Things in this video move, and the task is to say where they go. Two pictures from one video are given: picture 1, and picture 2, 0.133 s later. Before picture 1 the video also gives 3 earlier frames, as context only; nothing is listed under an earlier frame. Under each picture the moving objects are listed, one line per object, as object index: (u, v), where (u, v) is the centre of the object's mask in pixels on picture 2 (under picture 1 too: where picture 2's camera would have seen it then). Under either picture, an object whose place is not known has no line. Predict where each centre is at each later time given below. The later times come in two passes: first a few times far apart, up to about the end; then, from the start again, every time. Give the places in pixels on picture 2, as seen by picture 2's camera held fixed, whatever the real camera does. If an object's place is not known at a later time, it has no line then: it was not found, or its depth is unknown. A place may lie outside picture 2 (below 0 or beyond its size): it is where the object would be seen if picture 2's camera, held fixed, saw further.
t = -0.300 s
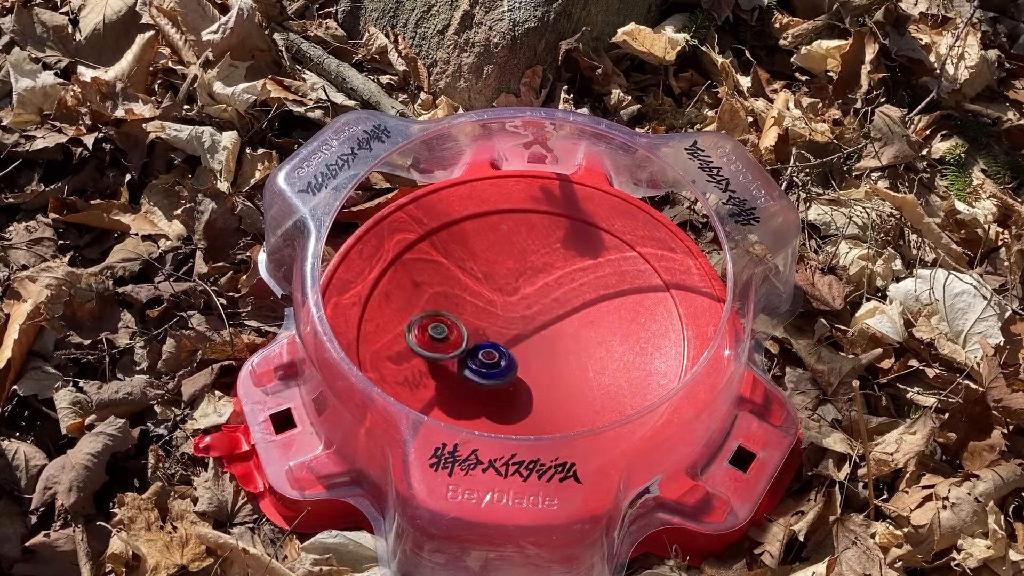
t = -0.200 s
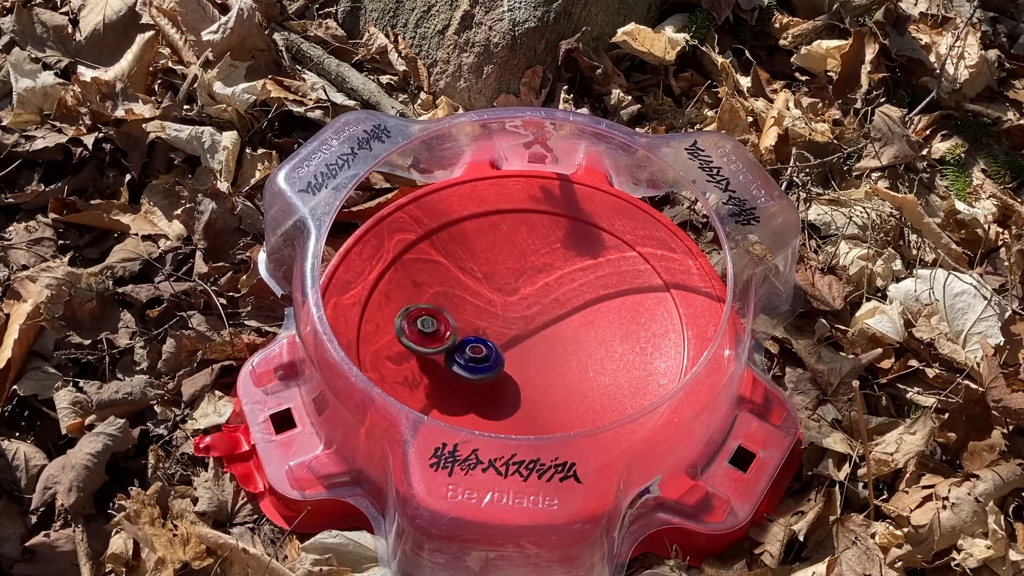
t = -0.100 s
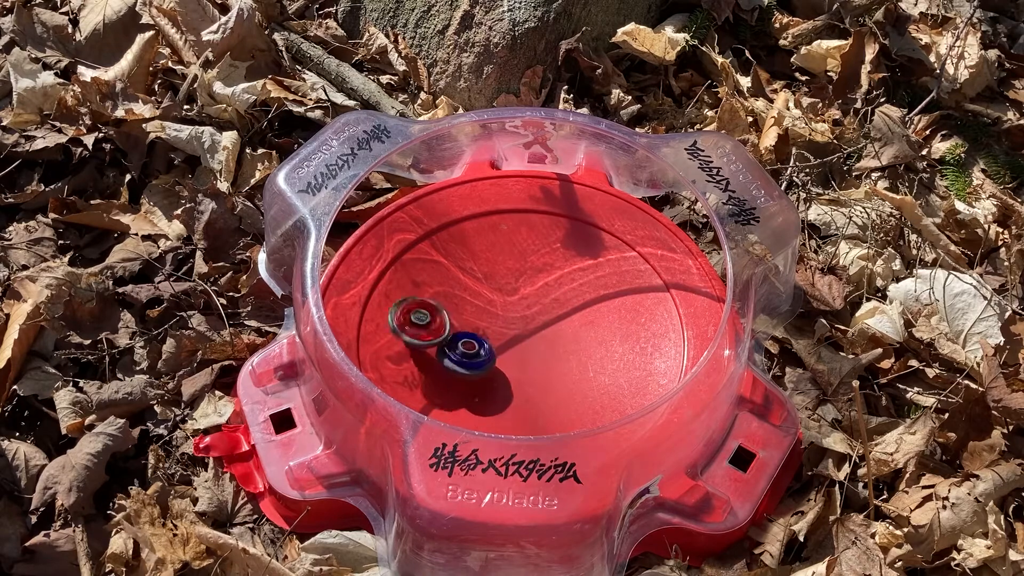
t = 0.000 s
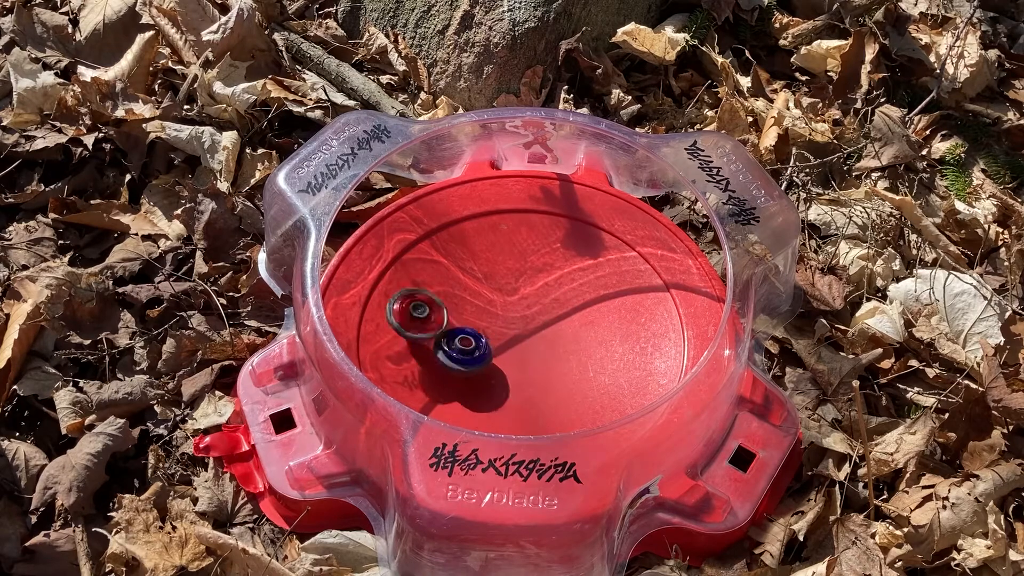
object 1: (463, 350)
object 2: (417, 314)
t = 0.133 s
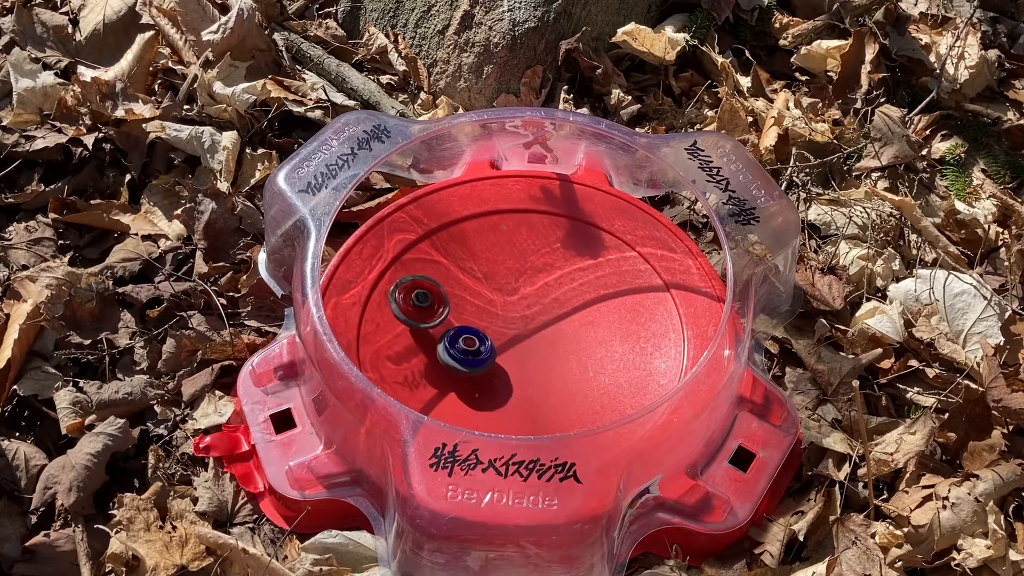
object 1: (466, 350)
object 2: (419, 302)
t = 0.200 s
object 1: (466, 346)
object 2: (424, 297)
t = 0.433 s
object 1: (478, 335)
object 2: (455, 276)
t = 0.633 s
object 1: (487, 344)
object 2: (500, 253)
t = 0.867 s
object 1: (513, 344)
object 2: (547, 233)
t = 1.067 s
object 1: (533, 340)
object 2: (582, 242)
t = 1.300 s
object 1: (553, 337)
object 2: (619, 279)
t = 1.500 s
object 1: (566, 334)
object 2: (626, 329)
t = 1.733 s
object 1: (574, 335)
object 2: (611, 383)
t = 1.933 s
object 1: (574, 338)
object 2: (577, 411)
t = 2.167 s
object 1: (568, 344)
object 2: (520, 419)
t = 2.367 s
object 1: (559, 350)
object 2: (471, 402)
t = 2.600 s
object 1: (543, 355)
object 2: (435, 358)
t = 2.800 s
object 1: (528, 357)
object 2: (432, 317)
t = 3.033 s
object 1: (510, 355)
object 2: (450, 271)
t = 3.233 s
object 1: (496, 350)
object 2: (486, 251)
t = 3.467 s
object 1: (485, 344)
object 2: (542, 248)
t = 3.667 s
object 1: (480, 339)
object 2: (593, 256)
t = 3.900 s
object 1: (482, 330)
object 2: (631, 291)
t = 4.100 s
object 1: (488, 326)
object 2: (632, 337)
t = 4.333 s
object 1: (499, 322)
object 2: (602, 386)
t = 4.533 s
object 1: (513, 323)
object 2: (555, 411)
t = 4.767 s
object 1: (530, 325)
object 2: (490, 409)
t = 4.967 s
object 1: (543, 330)
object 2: (447, 385)
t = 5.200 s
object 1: (552, 337)
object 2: (427, 336)
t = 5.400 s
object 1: (556, 345)
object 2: (434, 294)
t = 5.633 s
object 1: (557, 354)
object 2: (470, 263)
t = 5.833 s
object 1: (552, 359)
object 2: (520, 252)
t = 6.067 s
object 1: (537, 366)
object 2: (578, 255)
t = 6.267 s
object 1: (524, 367)
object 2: (615, 280)
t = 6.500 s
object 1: (508, 364)
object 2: (623, 332)
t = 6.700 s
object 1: (497, 357)
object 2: (604, 378)
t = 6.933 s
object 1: (488, 347)
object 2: (556, 410)
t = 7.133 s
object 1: (486, 338)
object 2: (505, 411)
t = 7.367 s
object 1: (490, 328)
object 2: (454, 379)
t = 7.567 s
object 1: (498, 320)
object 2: (432, 337)
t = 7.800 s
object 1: (511, 316)
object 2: (439, 290)
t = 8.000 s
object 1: (524, 315)
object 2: (472, 264)
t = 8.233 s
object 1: (537, 319)
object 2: (530, 255)
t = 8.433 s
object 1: (544, 327)
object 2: (579, 263)
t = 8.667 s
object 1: (550, 337)
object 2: (615, 297)
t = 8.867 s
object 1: (552, 347)
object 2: (614, 343)
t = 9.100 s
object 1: (548, 354)
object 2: (581, 390)
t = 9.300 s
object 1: (540, 358)
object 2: (533, 409)
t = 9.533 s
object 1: (531, 360)
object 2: (478, 398)
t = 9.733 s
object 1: (522, 358)
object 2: (446, 363)
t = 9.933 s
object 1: (514, 353)
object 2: (439, 317)
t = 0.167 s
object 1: (466, 348)
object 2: (421, 299)
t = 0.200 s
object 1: (466, 346)
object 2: (424, 297)
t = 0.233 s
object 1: (466, 343)
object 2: (428, 295)
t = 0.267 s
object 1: (466, 342)
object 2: (433, 293)
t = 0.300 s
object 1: (469, 342)
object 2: (436, 288)
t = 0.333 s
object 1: (473, 342)
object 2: (440, 284)
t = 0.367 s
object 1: (475, 341)
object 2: (445, 281)
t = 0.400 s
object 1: (477, 338)
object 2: (450, 278)
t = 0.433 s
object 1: (478, 335)
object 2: (455, 276)
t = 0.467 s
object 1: (479, 333)
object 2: (462, 275)
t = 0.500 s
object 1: (480, 331)
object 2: (468, 273)
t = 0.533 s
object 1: (482, 328)
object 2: (475, 272)
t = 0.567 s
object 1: (483, 328)
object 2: (482, 269)
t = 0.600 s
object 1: (485, 338)
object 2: (491, 259)
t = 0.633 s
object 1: (487, 344)
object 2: (500, 253)
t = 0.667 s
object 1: (491, 347)
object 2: (507, 248)
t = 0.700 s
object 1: (495, 348)
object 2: (513, 244)
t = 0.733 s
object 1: (499, 347)
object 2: (520, 241)
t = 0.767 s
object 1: (503, 346)
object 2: (527, 238)
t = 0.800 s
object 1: (506, 345)
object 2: (534, 236)
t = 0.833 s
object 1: (510, 345)
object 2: (540, 234)
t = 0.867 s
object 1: (513, 344)
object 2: (547, 233)
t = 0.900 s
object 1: (516, 343)
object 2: (553, 233)
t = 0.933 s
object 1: (520, 342)
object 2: (559, 234)
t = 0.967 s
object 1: (524, 342)
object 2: (564, 235)
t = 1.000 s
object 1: (527, 341)
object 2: (570, 236)
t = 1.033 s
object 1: (530, 340)
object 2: (576, 239)
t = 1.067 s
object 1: (533, 340)
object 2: (582, 242)
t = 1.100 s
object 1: (536, 339)
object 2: (588, 245)
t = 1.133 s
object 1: (539, 338)
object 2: (594, 249)
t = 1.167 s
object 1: (542, 338)
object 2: (600, 254)
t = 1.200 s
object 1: (544, 338)
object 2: (605, 259)
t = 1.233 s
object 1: (546, 338)
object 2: (610, 265)
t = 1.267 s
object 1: (550, 337)
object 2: (615, 272)
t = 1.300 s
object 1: (553, 337)
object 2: (619, 279)
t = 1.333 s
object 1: (555, 337)
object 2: (622, 287)
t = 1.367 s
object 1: (558, 336)
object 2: (624, 295)
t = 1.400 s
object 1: (561, 336)
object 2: (625, 303)
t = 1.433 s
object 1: (563, 335)
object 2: (626, 312)
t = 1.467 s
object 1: (565, 335)
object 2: (627, 320)
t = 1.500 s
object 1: (566, 334)
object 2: (626, 329)
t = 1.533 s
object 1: (567, 335)
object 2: (625, 337)
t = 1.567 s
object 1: (568, 334)
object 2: (624, 345)
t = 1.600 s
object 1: (570, 334)
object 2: (623, 354)
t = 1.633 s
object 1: (572, 334)
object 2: (620, 361)
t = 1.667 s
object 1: (573, 335)
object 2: (618, 369)
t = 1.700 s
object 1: (573, 335)
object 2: (615, 376)
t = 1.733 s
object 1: (574, 335)
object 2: (611, 383)
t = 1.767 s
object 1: (574, 335)
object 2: (607, 390)
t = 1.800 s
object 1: (574, 335)
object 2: (602, 395)
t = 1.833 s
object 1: (574, 336)
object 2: (596, 400)
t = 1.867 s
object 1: (575, 337)
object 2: (590, 405)
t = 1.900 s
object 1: (574, 337)
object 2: (584, 408)
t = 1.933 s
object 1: (574, 338)
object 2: (577, 411)
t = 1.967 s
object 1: (574, 339)
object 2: (570, 414)
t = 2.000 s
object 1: (573, 339)
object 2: (562, 416)
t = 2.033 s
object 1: (572, 340)
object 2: (554, 417)
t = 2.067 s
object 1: (572, 341)
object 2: (546, 419)
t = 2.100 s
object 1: (571, 342)
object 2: (537, 419)
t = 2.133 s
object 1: (570, 343)
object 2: (529, 419)
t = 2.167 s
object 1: (568, 344)
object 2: (520, 419)
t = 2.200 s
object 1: (567, 344)
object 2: (512, 417)
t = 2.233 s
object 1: (566, 346)
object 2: (504, 415)
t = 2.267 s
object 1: (564, 346)
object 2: (495, 413)
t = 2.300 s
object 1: (562, 347)
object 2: (487, 410)
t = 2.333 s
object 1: (561, 349)
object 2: (479, 406)
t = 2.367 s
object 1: (559, 350)
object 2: (471, 402)
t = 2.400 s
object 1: (557, 351)
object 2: (464, 396)
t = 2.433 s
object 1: (555, 351)
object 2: (457, 390)
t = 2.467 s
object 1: (553, 352)
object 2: (451, 384)
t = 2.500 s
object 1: (550, 353)
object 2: (446, 378)
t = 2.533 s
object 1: (548, 354)
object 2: (441, 371)
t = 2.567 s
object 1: (546, 354)
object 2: (437, 365)
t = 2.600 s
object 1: (543, 355)
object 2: (435, 358)
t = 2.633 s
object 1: (541, 355)
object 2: (433, 352)
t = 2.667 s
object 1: (539, 355)
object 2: (432, 345)
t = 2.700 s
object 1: (536, 356)
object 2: (431, 339)
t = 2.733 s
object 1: (534, 356)
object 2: (431, 332)
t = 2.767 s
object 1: (531, 357)
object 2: (431, 325)
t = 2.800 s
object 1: (528, 357)
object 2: (432, 317)
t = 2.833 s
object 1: (526, 357)
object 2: (433, 310)
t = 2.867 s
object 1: (523, 357)
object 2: (434, 303)
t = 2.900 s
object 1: (520, 356)
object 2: (436, 296)
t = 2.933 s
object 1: (518, 356)
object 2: (439, 289)
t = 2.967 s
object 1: (515, 356)
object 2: (442, 283)
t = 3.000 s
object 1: (513, 355)
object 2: (446, 277)
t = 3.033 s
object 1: (510, 355)
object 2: (450, 271)
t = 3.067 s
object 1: (508, 354)
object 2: (454, 266)
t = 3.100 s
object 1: (506, 354)
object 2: (460, 262)
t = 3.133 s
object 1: (504, 353)
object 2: (466, 258)
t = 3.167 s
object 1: (501, 353)
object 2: (472, 255)
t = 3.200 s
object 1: (499, 352)
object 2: (479, 253)
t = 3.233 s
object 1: (496, 350)
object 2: (486, 251)
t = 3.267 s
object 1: (494, 350)
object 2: (493, 249)
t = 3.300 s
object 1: (492, 349)
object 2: (501, 248)
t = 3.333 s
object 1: (491, 348)
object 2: (509, 247)
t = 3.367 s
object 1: (489, 347)
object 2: (517, 247)
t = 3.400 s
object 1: (488, 347)
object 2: (525, 247)
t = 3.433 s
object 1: (486, 346)
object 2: (534, 247)
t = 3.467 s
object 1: (485, 344)
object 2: (542, 248)
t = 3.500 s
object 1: (483, 343)
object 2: (551, 249)
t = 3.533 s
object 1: (483, 343)
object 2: (560, 250)
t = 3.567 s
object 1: (482, 342)
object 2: (568, 251)
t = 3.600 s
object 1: (481, 340)
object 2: (577, 252)
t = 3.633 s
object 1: (481, 339)
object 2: (585, 254)
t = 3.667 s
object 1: (480, 339)
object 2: (593, 256)
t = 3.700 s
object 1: (480, 336)
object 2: (601, 259)
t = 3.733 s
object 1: (480, 336)
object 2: (608, 263)
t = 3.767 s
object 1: (480, 335)
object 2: (614, 267)
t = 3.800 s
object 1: (480, 333)
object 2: (619, 272)
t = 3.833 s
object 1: (481, 333)
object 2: (624, 278)
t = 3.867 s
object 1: (481, 332)
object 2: (628, 284)
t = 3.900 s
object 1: (482, 330)
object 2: (631, 291)
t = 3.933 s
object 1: (483, 329)
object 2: (633, 299)
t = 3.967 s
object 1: (484, 328)
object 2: (634, 307)
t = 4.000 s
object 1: (485, 327)
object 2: (635, 314)
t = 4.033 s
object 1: (485, 327)
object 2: (634, 322)
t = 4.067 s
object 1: (486, 326)
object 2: (634, 329)
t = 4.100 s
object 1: (488, 326)
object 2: (632, 337)
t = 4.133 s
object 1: (489, 325)
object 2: (629, 345)
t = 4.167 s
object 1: (490, 324)
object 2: (626, 352)
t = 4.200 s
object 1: (492, 324)
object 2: (623, 360)
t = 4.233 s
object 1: (493, 323)
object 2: (619, 367)
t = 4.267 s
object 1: (495, 323)
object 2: (614, 374)
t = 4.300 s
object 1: (497, 322)
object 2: (608, 381)
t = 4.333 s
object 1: (499, 322)
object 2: (602, 386)
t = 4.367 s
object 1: (501, 322)
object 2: (596, 391)
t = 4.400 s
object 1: (503, 322)
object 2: (589, 396)
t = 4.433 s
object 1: (505, 322)
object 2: (580, 400)
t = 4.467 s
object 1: (508, 322)
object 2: (572, 405)
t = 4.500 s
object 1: (510, 323)
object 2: (563, 408)
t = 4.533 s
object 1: (513, 323)
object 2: (555, 411)
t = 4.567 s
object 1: (515, 323)
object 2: (546, 412)
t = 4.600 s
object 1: (518, 323)
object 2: (537, 413)
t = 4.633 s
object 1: (520, 323)
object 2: (527, 414)
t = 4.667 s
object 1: (523, 324)
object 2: (518, 414)
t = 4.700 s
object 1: (525, 325)
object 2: (508, 412)
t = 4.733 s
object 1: (528, 325)
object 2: (499, 411)
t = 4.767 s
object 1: (530, 325)
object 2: (490, 409)
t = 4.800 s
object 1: (532, 326)
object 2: (482, 407)
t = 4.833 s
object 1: (534, 327)
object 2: (473, 403)
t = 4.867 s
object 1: (537, 328)
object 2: (466, 399)
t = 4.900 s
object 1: (539, 329)
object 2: (460, 394)
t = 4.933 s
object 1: (541, 329)
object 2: (453, 389)
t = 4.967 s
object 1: (543, 330)
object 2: (447, 385)
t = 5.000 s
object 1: (544, 331)
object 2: (442, 378)
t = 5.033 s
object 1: (546, 332)
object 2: (438, 372)
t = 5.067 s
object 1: (547, 333)
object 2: (434, 365)
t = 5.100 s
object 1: (549, 334)
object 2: (431, 358)
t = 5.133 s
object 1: (550, 335)
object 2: (429, 351)
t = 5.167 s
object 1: (551, 336)
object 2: (428, 343)
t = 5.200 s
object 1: (552, 337)
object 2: (427, 336)
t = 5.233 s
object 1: (553, 338)
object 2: (427, 328)
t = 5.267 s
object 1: (554, 339)
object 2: (427, 321)
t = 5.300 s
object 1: (554, 341)
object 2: (428, 314)
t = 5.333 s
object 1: (555, 343)
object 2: (429, 307)
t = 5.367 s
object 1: (556, 344)
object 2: (431, 300)
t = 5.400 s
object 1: (556, 345)
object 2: (434, 294)
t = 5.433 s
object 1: (557, 347)
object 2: (437, 288)
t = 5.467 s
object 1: (557, 348)
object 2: (441, 283)
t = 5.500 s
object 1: (558, 349)
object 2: (446, 278)
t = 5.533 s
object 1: (558, 350)
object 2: (451, 274)
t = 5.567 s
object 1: (557, 351)
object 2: (456, 269)
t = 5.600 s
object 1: (557, 353)
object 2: (463, 266)
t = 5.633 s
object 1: (557, 354)
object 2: (470, 263)
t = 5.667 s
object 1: (557, 354)
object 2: (477, 260)
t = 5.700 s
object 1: (556, 356)
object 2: (486, 258)
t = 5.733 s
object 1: (556, 357)
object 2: (494, 256)
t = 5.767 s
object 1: (555, 358)
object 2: (503, 254)
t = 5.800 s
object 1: (554, 359)
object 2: (512, 253)
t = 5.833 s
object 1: (552, 359)
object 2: (520, 252)
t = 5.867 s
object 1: (550, 361)
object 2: (529, 251)
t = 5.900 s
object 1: (548, 362)
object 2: (538, 251)
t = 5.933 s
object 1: (546, 362)
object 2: (546, 251)
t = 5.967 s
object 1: (544, 364)
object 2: (554, 252)
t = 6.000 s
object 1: (542, 365)
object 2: (563, 252)
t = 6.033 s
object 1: (540, 366)
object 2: (570, 254)
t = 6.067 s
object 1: (537, 366)
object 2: (578, 255)
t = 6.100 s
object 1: (535, 367)
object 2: (586, 258)
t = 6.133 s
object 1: (533, 367)
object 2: (593, 261)
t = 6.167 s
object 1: (531, 367)
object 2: (599, 264)
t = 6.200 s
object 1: (529, 367)
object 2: (605, 269)
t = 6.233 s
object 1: (526, 367)
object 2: (610, 274)
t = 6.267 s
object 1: (524, 367)
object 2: (615, 280)
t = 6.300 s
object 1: (522, 366)
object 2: (618, 286)
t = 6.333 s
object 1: (520, 367)
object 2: (621, 293)
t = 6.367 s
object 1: (518, 366)
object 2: (623, 300)
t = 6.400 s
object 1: (515, 366)
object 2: (624, 308)
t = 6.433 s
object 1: (513, 365)
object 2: (625, 316)
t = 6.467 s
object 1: (511, 364)
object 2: (624, 324)
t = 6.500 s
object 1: (508, 364)
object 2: (623, 332)
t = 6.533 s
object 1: (506, 363)
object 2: (621, 340)
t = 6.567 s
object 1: (504, 362)
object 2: (619, 348)
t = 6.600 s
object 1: (502, 360)
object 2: (616, 356)
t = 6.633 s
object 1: (501, 360)
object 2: (613, 363)
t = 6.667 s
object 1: (499, 359)
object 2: (608, 371)
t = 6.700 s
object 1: (497, 357)
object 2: (604, 378)
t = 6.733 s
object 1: (495, 356)
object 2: (599, 384)
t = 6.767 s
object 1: (494, 355)
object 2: (592, 390)
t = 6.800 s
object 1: (492, 353)
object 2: (586, 396)
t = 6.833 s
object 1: (491, 352)
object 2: (579, 401)
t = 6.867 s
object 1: (490, 350)
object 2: (572, 405)
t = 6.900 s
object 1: (489, 349)
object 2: (564, 408)
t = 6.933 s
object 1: (488, 347)
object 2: (556, 410)
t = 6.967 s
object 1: (488, 346)
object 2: (548, 412)
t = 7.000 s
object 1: (487, 344)
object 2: (539, 413)
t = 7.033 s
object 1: (487, 343)
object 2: (531, 414)
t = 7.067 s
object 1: (487, 341)
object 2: (522, 413)
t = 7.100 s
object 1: (486, 340)
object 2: (513, 413)
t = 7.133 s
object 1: (486, 338)
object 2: (505, 411)
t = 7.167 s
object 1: (486, 337)
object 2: (496, 409)
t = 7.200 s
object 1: (487, 335)
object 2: (488, 405)
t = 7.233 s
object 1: (487, 333)
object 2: (480, 401)
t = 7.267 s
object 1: (487, 332)
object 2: (472, 397)
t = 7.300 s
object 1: (488, 331)
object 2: (466, 391)
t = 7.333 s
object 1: (489, 329)
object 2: (460, 385)
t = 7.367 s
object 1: (490, 328)
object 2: (454, 379)
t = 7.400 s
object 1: (491, 326)
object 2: (449, 373)
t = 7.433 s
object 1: (492, 325)
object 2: (444, 367)
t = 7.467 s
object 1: (494, 324)
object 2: (440, 359)
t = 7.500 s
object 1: (495, 322)
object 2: (437, 352)
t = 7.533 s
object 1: (497, 321)
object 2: (434, 344)
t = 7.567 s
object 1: (498, 320)
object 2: (432, 337)
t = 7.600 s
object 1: (500, 320)
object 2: (431, 330)
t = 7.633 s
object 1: (502, 319)
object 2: (431, 322)
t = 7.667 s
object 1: (504, 318)
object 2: (431, 316)
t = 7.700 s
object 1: (505, 317)
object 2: (432, 309)
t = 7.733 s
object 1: (507, 317)
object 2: (434, 302)
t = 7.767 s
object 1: (509, 316)
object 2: (436, 296)
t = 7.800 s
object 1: (511, 316)
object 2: (439, 290)
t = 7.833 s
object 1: (514, 316)
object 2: (443, 285)
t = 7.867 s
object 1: (516, 316)
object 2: (448, 279)
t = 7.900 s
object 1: (518, 316)
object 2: (453, 275)
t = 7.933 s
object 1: (520, 315)
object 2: (459, 271)
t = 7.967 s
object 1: (522, 315)
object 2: (465, 267)
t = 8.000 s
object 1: (524, 315)
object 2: (472, 264)
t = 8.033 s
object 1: (526, 316)
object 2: (479, 262)
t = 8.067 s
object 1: (528, 316)
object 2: (487, 260)
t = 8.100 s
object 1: (530, 317)
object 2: (496, 258)
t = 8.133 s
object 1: (531, 317)
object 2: (504, 257)
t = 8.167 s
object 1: (533, 318)
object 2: (512, 256)
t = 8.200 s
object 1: (535, 319)
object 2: (521, 255)
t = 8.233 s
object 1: (537, 319)
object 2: (530, 255)
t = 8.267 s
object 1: (539, 321)
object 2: (538, 256)
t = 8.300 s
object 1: (540, 322)
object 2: (546, 257)
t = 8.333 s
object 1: (541, 323)
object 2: (555, 258)
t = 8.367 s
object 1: (541, 324)
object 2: (563, 259)
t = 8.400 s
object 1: (543, 326)
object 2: (571, 261)
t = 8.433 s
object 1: (544, 327)
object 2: (579, 263)
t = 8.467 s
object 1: (545, 328)
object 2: (586, 265)
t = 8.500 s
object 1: (546, 330)
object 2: (593, 269)
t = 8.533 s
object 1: (547, 331)
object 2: (599, 273)
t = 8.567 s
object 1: (548, 333)
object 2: (605, 278)
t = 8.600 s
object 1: (549, 334)
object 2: (609, 284)
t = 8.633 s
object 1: (550, 336)
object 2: (612, 290)
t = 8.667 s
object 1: (550, 337)
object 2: (615, 297)
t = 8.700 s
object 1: (551, 339)
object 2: (617, 304)
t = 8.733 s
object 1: (551, 340)
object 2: (618, 312)
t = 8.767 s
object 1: (551, 342)
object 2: (618, 319)
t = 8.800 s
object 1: (552, 344)
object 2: (618, 327)
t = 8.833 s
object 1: (552, 346)
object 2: (617, 335)
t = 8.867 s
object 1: (552, 347)
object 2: (614, 343)
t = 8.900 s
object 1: (551, 349)
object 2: (611, 350)
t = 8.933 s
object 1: (550, 350)
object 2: (608, 357)
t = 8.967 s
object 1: (550, 351)
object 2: (604, 365)
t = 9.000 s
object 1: (549, 352)
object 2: (599, 371)
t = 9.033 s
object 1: (549, 353)
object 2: (593, 378)
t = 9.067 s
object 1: (549, 353)
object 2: (587, 384)
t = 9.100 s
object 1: (548, 354)
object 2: (581, 390)
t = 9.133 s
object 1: (546, 355)
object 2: (574, 395)
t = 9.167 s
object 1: (546, 356)
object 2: (566, 400)
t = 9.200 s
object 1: (544, 357)
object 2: (558, 403)
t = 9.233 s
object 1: (543, 357)
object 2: (550, 406)
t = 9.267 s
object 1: (541, 358)
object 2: (542, 408)
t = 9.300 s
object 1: (540, 358)
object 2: (533, 409)
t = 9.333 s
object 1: (539, 359)
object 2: (525, 410)
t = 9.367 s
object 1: (538, 359)
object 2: (517, 411)
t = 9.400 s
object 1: (537, 360)
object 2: (508, 409)
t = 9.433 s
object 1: (536, 360)
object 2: (500, 408)
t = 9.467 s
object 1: (534, 360)
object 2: (492, 406)
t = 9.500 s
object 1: (533, 360)
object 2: (485, 402)
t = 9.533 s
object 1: (531, 360)
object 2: (478, 398)
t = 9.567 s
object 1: (530, 360)
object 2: (472, 393)
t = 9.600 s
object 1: (528, 359)
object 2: (465, 388)
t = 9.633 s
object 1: (526, 359)
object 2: (459, 382)
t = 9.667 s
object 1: (525, 358)
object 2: (454, 375)
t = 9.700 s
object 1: (524, 358)
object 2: (450, 368)
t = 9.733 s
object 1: (522, 358)
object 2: (446, 363)
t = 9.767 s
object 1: (520, 357)
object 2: (443, 354)
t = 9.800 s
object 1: (520, 357)
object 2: (441, 346)
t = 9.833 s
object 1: (518, 356)
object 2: (439, 340)
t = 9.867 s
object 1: (516, 355)
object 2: (439, 332)
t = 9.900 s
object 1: (515, 354)
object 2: (439, 324)
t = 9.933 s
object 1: (514, 353)
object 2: (439, 317)
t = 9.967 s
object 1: (512, 351)
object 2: (440, 309)
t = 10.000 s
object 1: (511, 350)
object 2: (442, 303)
